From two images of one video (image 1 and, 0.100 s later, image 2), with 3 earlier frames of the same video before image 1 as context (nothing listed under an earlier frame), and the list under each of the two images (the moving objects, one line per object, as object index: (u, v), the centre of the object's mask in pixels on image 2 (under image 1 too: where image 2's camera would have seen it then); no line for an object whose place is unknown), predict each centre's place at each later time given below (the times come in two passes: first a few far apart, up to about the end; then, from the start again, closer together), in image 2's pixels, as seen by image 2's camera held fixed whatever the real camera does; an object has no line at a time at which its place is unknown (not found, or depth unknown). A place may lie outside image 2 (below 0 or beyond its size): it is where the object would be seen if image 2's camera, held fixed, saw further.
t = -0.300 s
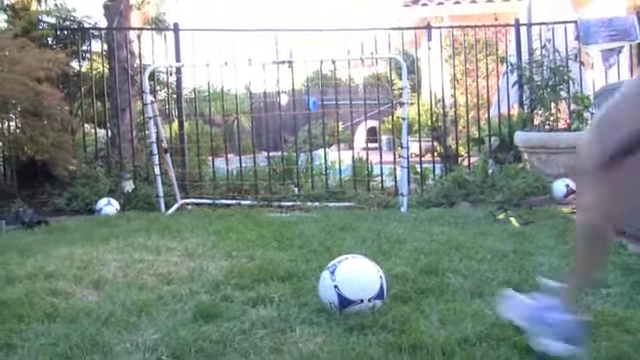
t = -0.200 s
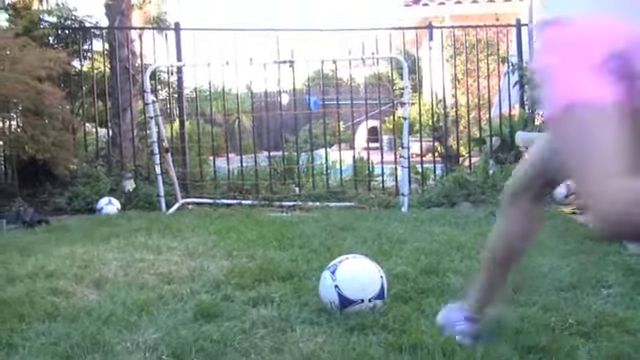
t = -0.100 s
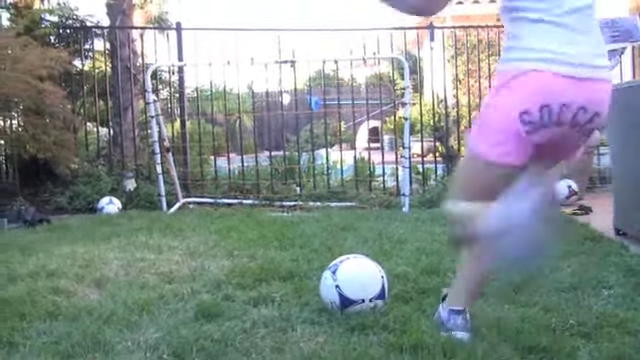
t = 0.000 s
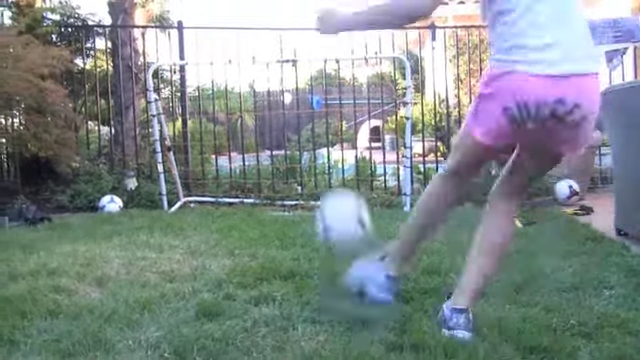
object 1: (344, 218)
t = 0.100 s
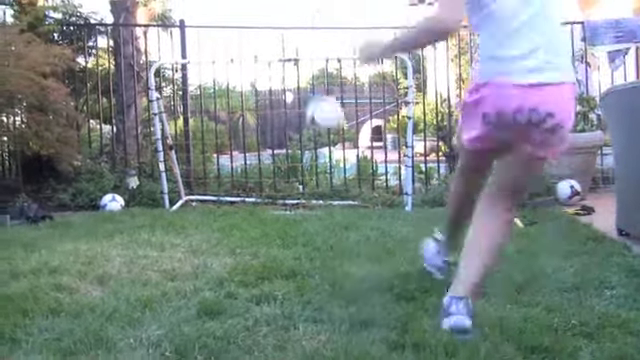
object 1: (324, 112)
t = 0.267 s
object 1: (308, 128)
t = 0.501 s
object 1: (281, 120)
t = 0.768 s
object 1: (244, 24)
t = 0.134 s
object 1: (321, 97)
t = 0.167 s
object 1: (319, 85)
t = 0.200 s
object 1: (320, 80)
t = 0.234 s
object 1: (314, 98)
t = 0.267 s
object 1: (308, 128)
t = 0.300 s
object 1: (304, 161)
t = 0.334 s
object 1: (300, 195)
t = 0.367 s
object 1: (296, 196)
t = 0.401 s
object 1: (293, 178)
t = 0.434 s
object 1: (290, 155)
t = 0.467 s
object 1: (285, 138)
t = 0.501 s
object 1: (281, 120)
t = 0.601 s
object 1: (268, 80)
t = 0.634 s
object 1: (264, 62)
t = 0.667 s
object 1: (257, 48)
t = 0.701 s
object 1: (253, 42)
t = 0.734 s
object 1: (250, 34)
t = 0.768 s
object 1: (244, 24)
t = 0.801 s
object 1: (237, 25)
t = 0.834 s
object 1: (230, 21)
